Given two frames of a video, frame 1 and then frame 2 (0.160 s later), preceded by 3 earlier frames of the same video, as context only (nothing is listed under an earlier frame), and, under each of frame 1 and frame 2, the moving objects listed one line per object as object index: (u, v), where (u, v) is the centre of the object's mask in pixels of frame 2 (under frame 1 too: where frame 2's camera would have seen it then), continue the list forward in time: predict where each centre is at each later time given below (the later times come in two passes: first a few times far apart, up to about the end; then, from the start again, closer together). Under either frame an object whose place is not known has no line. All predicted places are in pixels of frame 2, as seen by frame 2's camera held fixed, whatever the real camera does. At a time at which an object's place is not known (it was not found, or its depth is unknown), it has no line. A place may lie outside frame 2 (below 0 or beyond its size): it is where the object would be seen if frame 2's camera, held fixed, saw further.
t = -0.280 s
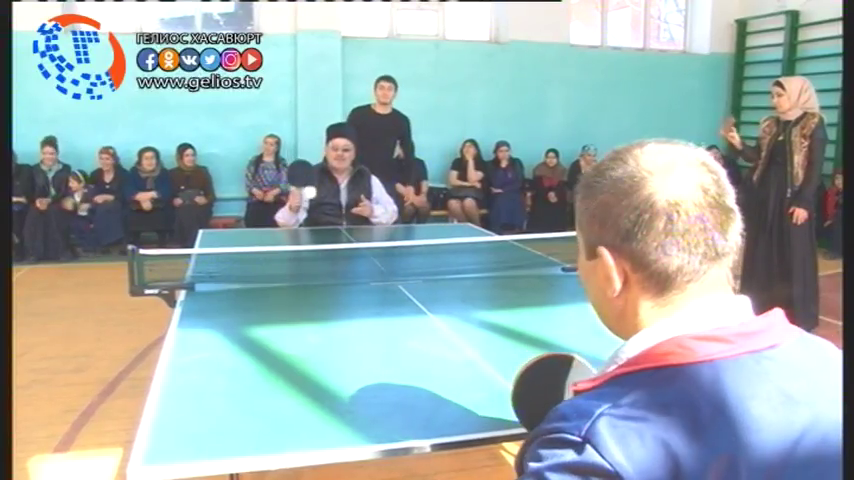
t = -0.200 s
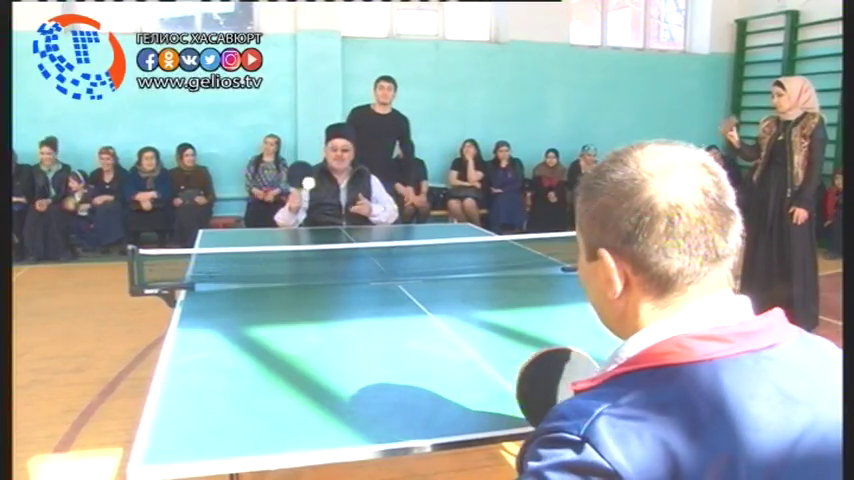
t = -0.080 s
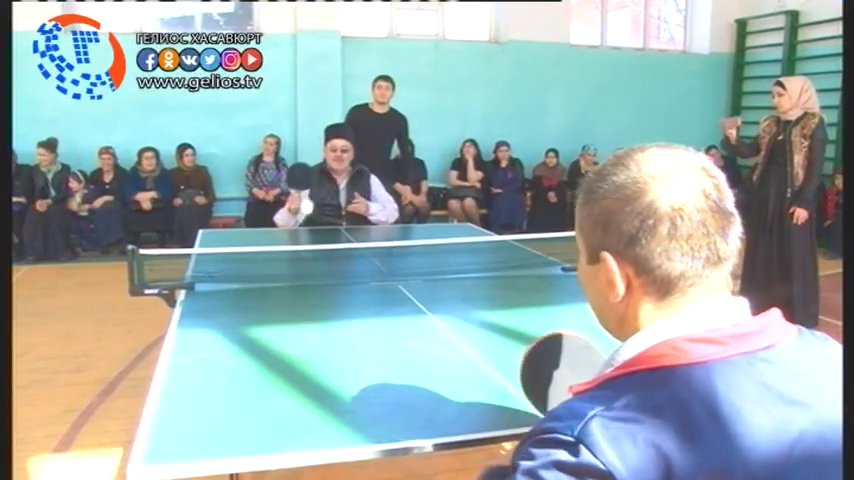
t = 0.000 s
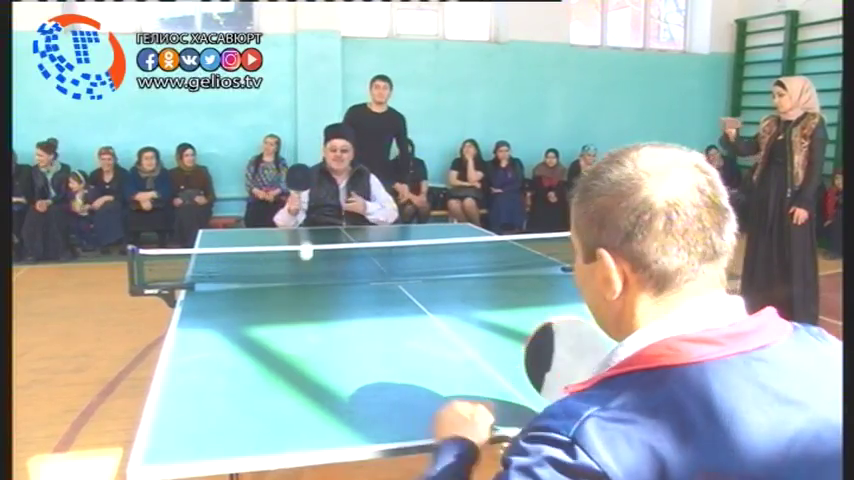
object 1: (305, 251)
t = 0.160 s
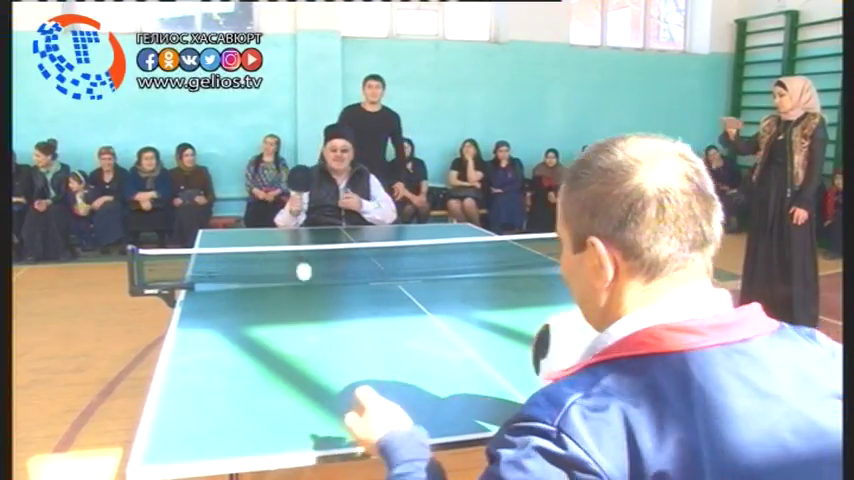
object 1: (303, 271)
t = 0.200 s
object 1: (302, 254)
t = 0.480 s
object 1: (302, 297)
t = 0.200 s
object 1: (302, 254)
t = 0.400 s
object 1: (302, 250)
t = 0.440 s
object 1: (301, 269)
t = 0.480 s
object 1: (302, 297)
